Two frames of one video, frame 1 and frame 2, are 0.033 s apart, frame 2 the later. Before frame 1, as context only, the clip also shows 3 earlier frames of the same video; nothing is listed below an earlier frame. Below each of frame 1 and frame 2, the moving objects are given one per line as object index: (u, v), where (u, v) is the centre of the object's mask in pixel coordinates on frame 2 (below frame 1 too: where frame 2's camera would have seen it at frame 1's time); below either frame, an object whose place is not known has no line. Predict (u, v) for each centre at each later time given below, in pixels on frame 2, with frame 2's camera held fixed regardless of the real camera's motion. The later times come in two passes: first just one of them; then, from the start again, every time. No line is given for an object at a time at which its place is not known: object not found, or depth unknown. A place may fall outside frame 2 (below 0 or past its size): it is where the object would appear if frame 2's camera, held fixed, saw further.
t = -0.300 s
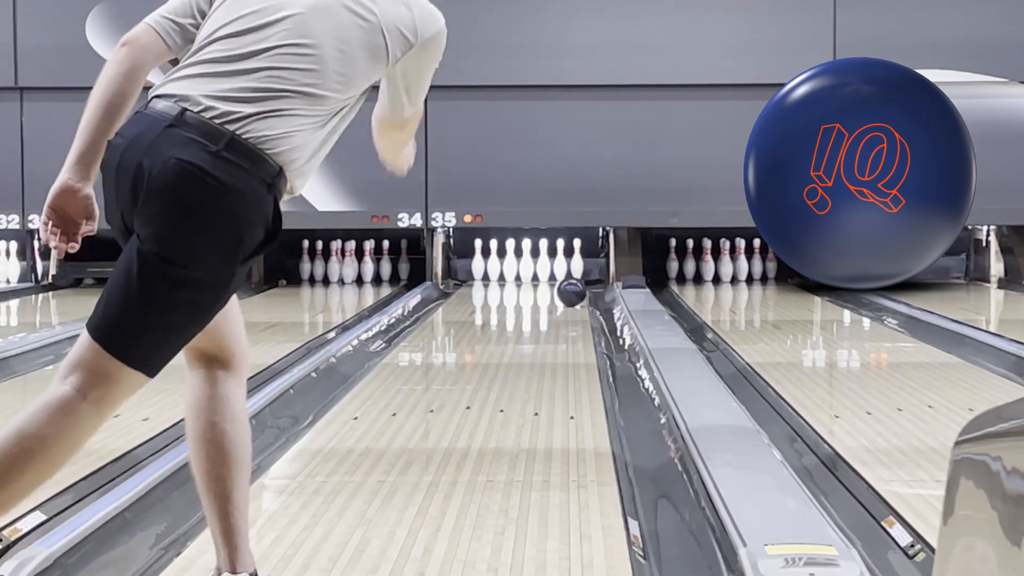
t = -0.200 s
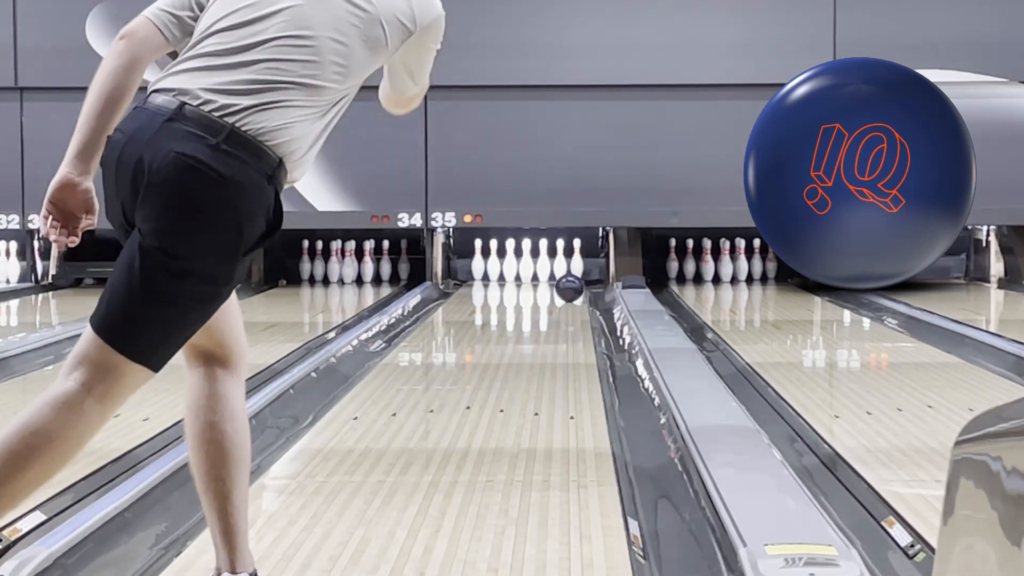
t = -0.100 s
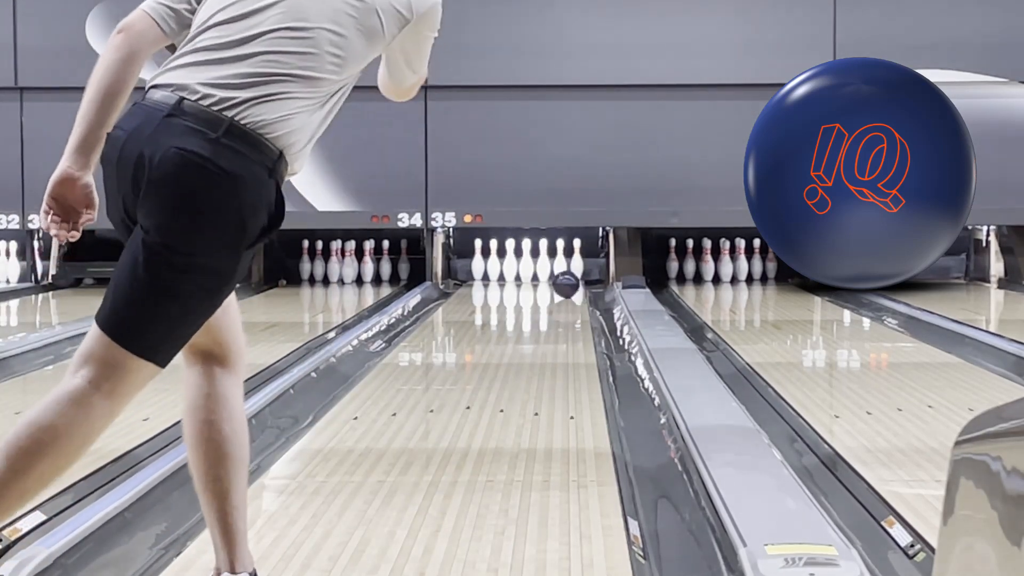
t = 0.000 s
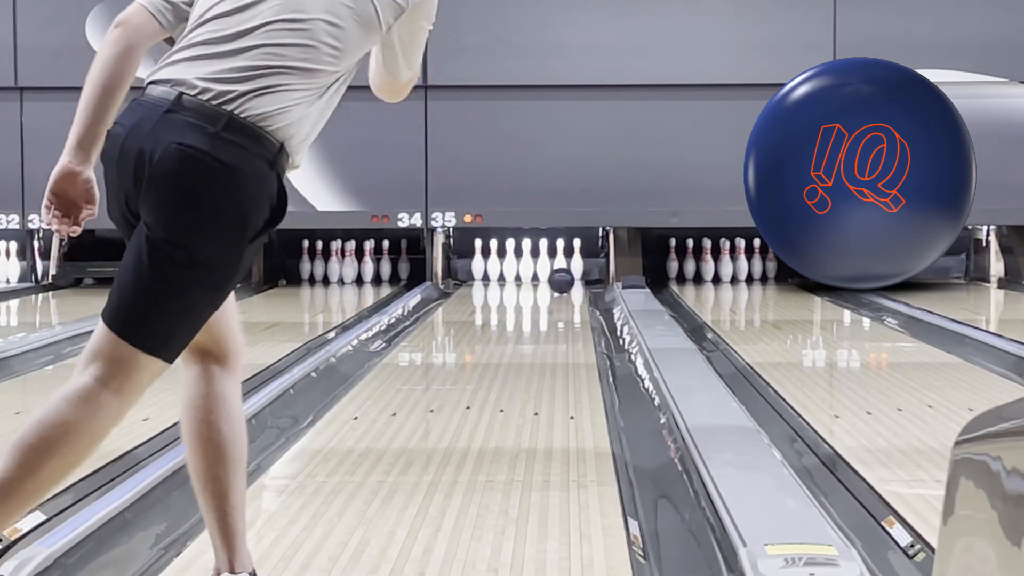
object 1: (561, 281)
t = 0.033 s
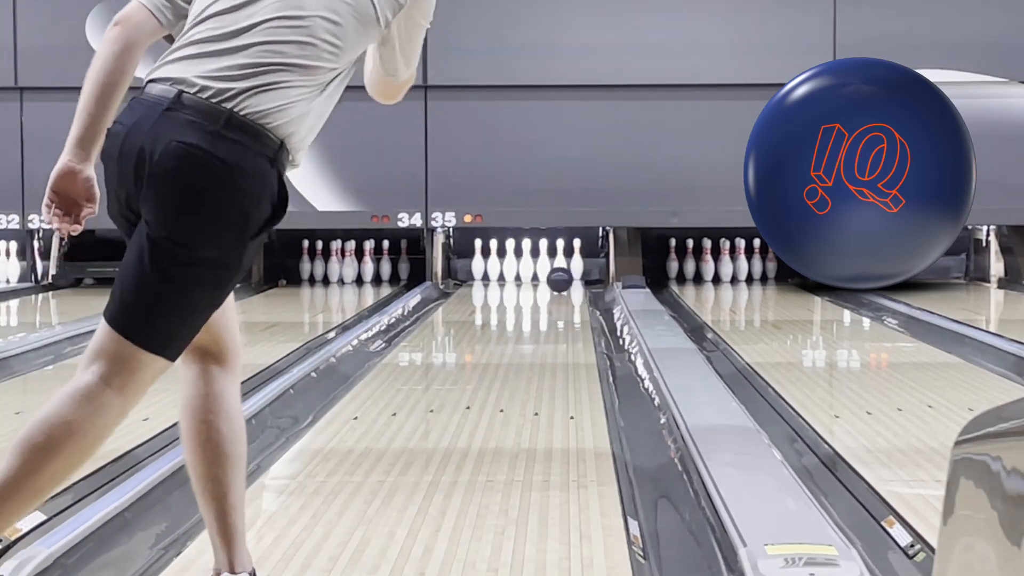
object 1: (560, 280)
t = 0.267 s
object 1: (544, 273)
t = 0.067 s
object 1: (558, 279)
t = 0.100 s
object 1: (556, 278)
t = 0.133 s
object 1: (553, 277)
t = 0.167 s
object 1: (551, 276)
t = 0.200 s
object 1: (548, 275)
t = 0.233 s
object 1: (546, 274)
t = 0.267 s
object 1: (544, 273)
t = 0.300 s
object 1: (541, 273)
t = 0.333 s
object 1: (539, 272)
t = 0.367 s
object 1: (539, 271)
